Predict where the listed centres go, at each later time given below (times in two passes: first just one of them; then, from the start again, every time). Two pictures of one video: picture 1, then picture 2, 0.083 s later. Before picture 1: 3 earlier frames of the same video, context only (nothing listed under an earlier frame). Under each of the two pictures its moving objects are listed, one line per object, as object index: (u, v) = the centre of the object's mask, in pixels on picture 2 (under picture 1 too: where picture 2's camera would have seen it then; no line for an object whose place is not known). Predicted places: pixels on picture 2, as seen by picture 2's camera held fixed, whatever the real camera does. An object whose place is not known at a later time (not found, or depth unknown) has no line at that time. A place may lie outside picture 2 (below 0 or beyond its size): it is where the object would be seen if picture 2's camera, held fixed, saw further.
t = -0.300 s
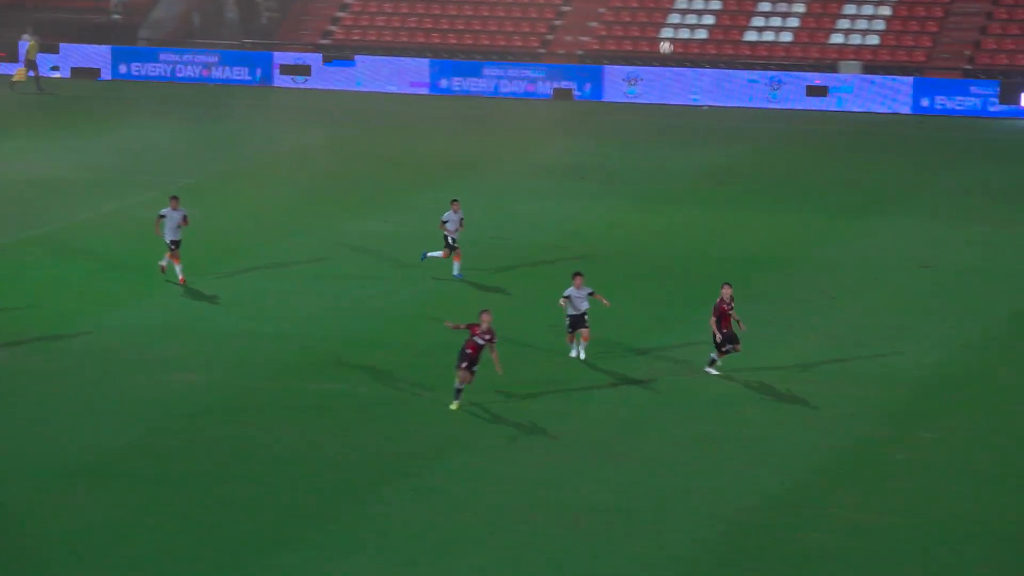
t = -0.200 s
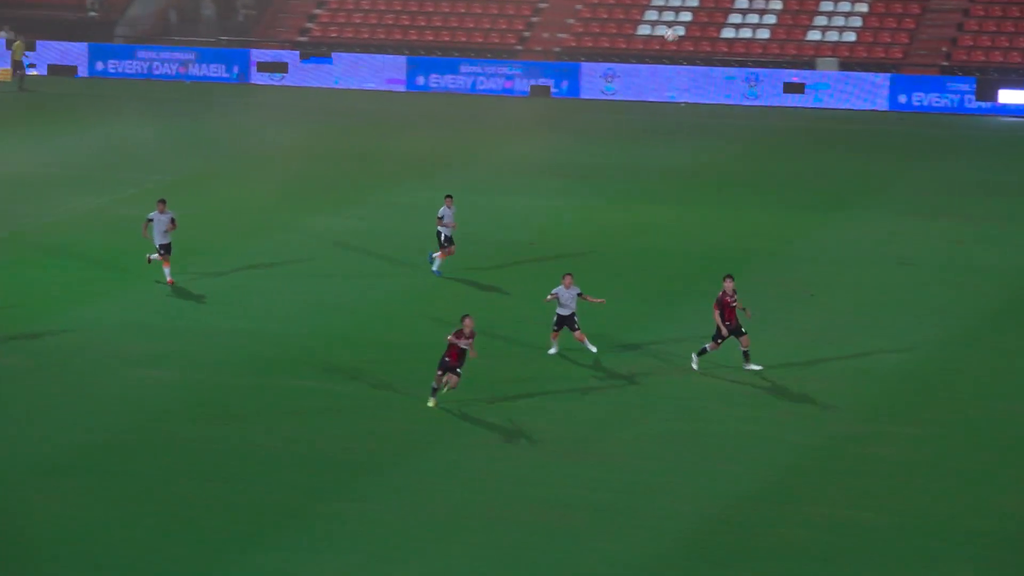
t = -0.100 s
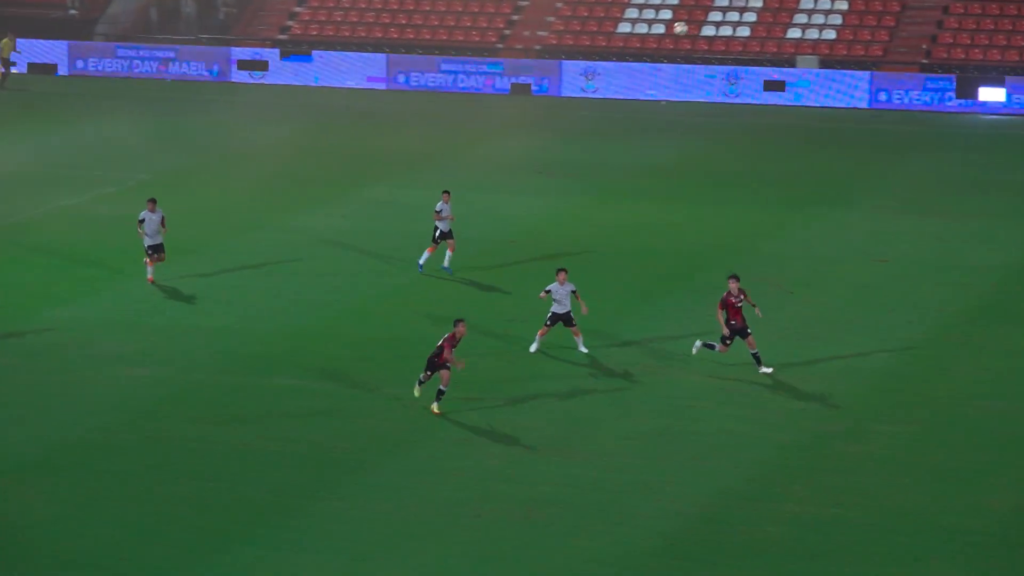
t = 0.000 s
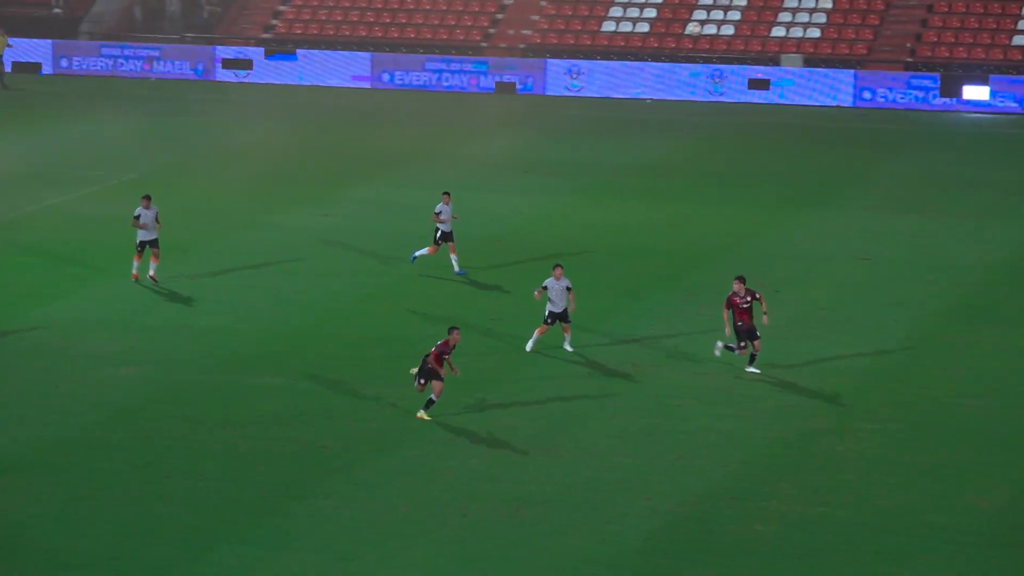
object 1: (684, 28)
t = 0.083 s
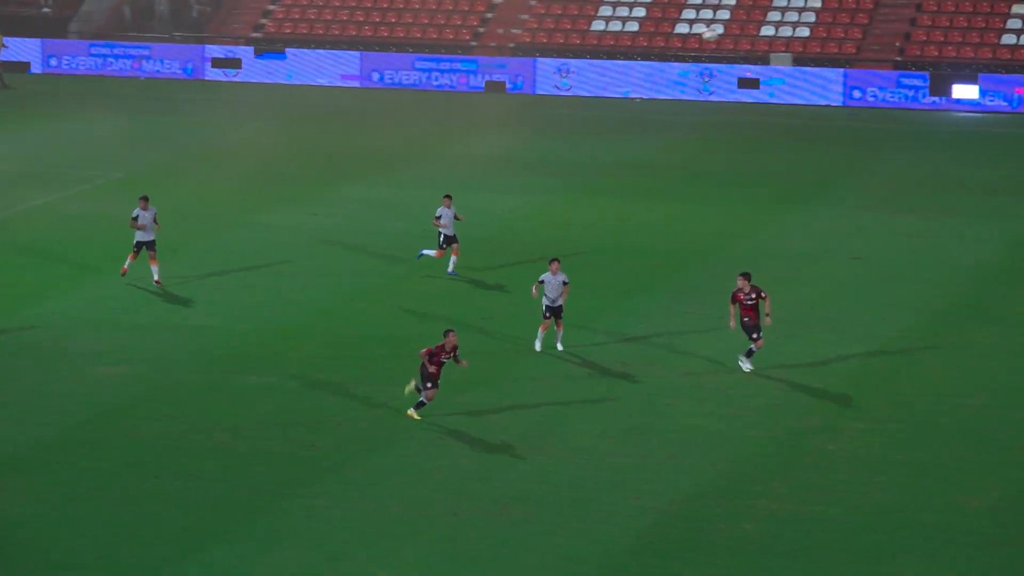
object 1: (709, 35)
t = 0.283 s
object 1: (772, 67)
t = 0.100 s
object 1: (714, 36)
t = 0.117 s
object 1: (719, 38)
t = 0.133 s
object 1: (725, 40)
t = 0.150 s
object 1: (730, 42)
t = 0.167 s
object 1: (735, 45)
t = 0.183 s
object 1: (740, 48)
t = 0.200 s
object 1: (745, 51)
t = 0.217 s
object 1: (751, 53)
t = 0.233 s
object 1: (756, 57)
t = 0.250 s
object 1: (761, 59)
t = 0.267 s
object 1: (766, 63)
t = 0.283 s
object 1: (772, 67)
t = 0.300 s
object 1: (777, 71)
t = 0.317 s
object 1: (782, 75)
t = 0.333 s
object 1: (787, 80)
